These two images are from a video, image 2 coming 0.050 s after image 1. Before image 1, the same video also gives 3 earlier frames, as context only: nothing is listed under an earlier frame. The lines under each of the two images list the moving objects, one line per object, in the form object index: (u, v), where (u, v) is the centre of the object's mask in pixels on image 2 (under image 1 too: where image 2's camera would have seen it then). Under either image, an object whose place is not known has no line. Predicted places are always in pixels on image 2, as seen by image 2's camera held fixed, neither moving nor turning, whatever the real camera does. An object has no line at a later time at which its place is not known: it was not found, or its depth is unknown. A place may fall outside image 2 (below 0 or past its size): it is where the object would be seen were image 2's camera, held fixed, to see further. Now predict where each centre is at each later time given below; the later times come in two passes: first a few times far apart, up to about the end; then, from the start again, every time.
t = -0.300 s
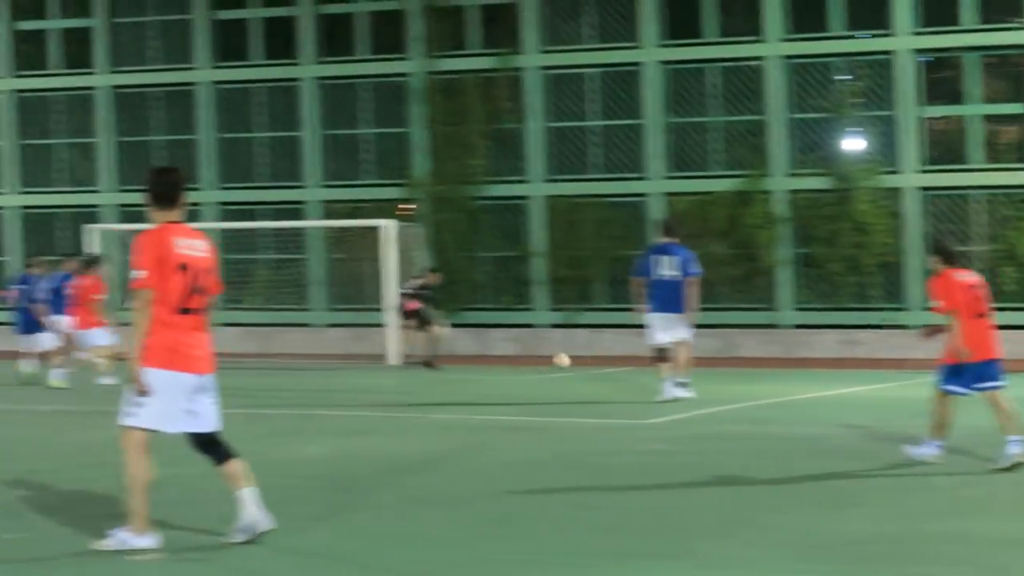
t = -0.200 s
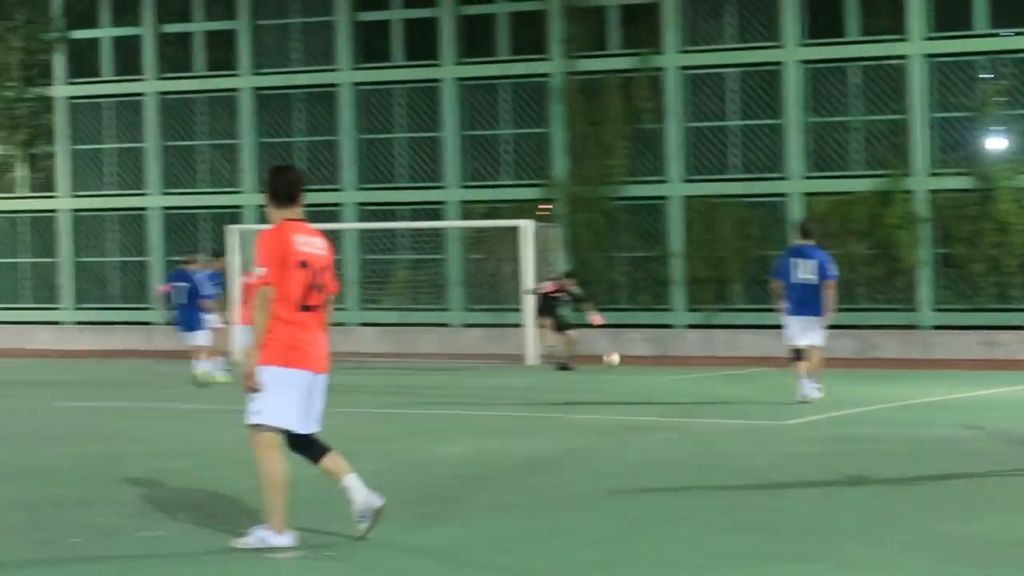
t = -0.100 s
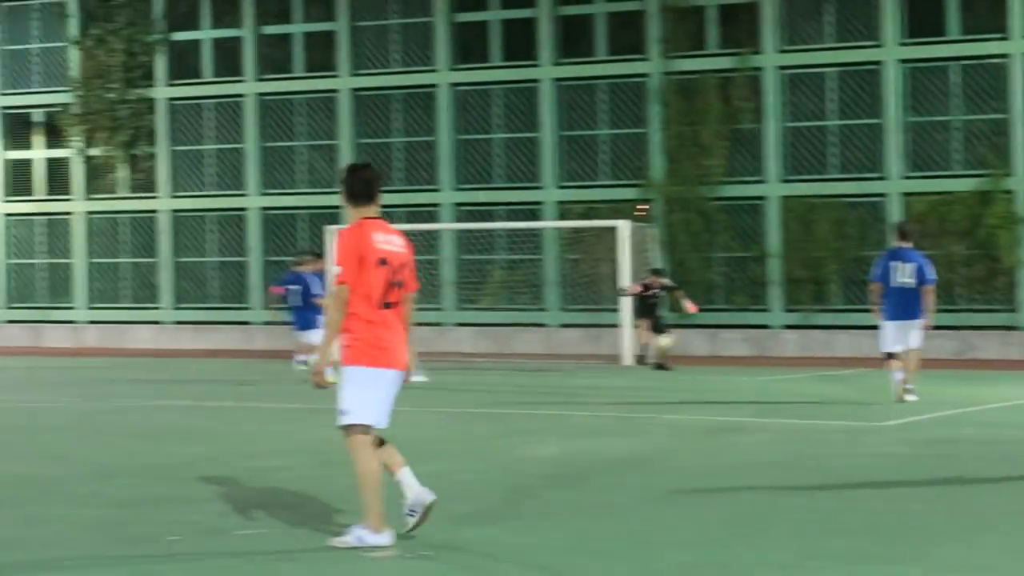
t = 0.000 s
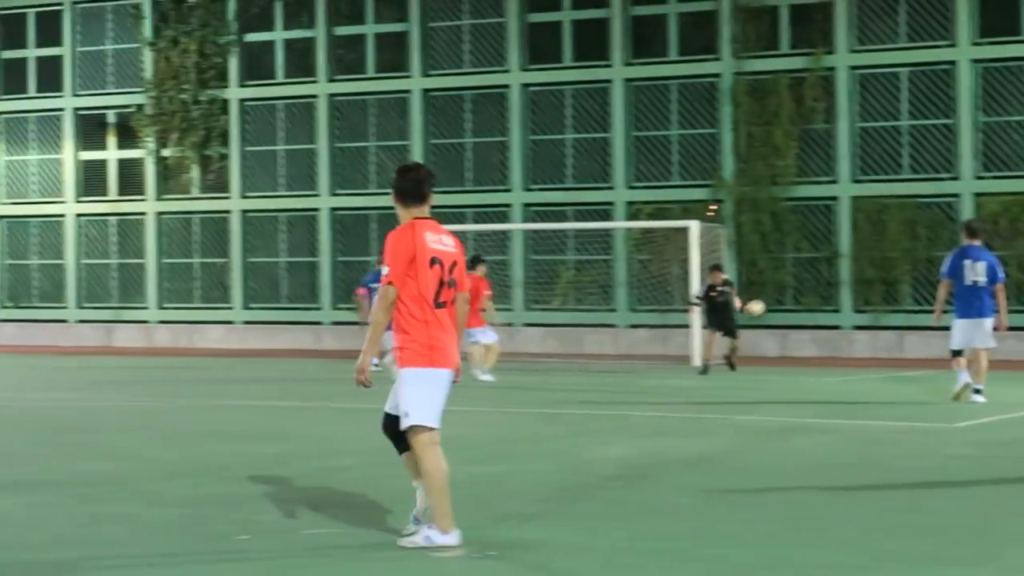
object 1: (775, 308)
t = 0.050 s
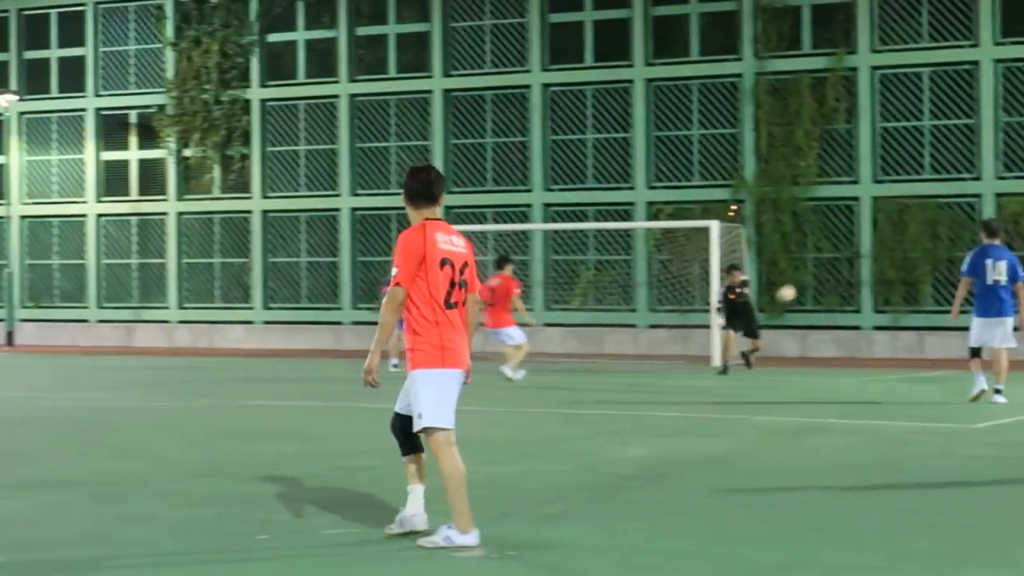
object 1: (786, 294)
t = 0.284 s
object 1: (838, 248)
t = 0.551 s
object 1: (898, 246)
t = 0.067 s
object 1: (790, 289)
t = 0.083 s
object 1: (794, 284)
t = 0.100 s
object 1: (797, 280)
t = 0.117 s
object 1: (801, 277)
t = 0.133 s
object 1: (805, 273)
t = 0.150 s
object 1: (808, 270)
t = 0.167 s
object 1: (812, 266)
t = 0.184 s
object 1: (816, 263)
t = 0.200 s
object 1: (819, 260)
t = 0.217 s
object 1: (823, 257)
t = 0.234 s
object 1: (827, 255)
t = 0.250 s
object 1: (830, 252)
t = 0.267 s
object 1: (834, 250)
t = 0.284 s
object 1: (838, 248)
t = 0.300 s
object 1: (842, 246)
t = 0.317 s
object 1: (845, 245)
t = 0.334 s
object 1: (849, 244)
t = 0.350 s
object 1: (853, 243)
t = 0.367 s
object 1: (856, 242)
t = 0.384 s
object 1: (860, 242)
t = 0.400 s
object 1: (864, 240)
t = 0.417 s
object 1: (868, 240)
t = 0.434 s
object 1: (872, 240)
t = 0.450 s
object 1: (876, 241)
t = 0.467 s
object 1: (879, 241)
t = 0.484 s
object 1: (883, 242)
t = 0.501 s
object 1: (887, 242)
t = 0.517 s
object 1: (891, 243)
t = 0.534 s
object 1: (895, 245)
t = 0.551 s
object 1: (898, 246)
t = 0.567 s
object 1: (902, 248)
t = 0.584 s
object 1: (906, 250)
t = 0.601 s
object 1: (910, 252)
